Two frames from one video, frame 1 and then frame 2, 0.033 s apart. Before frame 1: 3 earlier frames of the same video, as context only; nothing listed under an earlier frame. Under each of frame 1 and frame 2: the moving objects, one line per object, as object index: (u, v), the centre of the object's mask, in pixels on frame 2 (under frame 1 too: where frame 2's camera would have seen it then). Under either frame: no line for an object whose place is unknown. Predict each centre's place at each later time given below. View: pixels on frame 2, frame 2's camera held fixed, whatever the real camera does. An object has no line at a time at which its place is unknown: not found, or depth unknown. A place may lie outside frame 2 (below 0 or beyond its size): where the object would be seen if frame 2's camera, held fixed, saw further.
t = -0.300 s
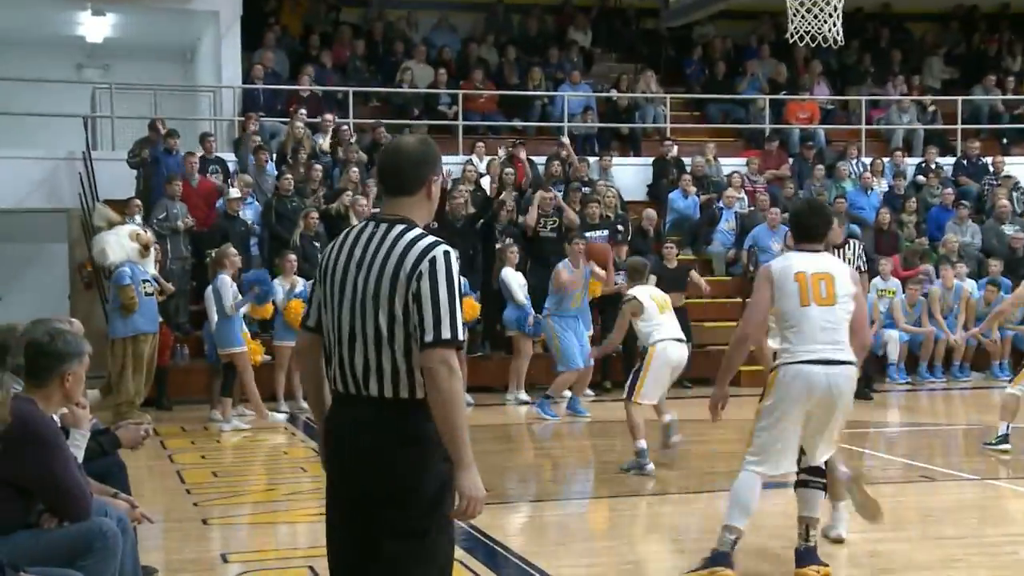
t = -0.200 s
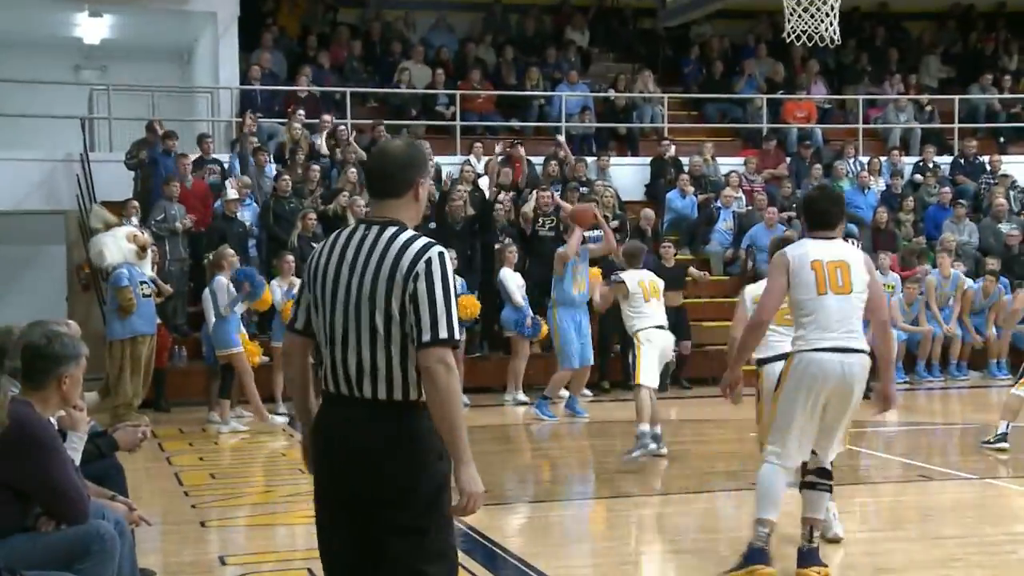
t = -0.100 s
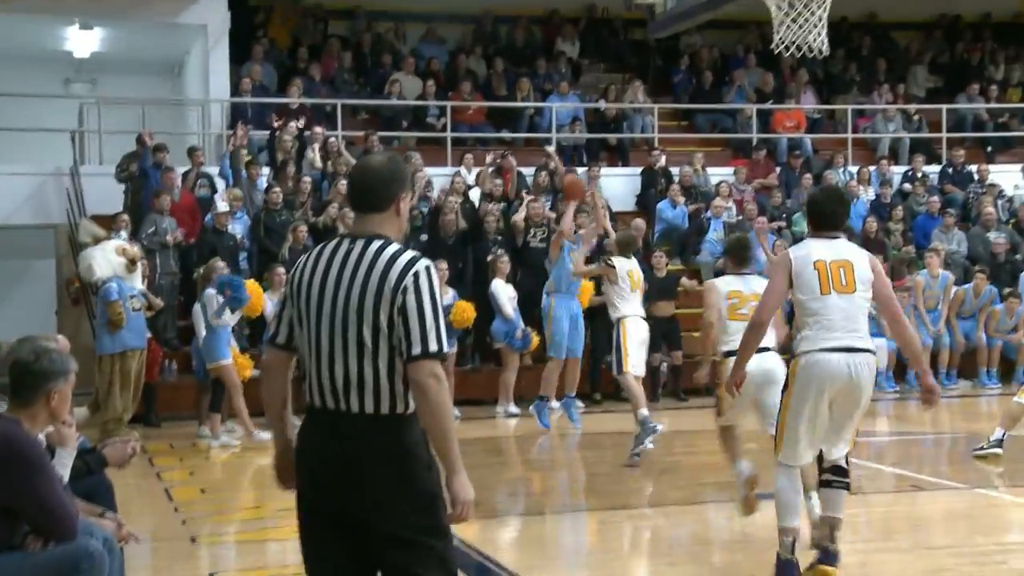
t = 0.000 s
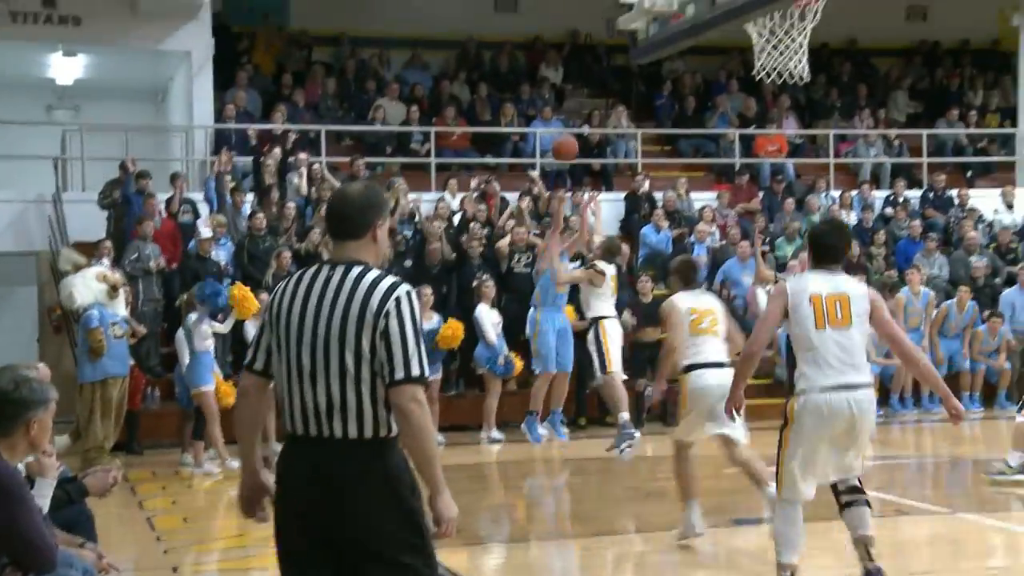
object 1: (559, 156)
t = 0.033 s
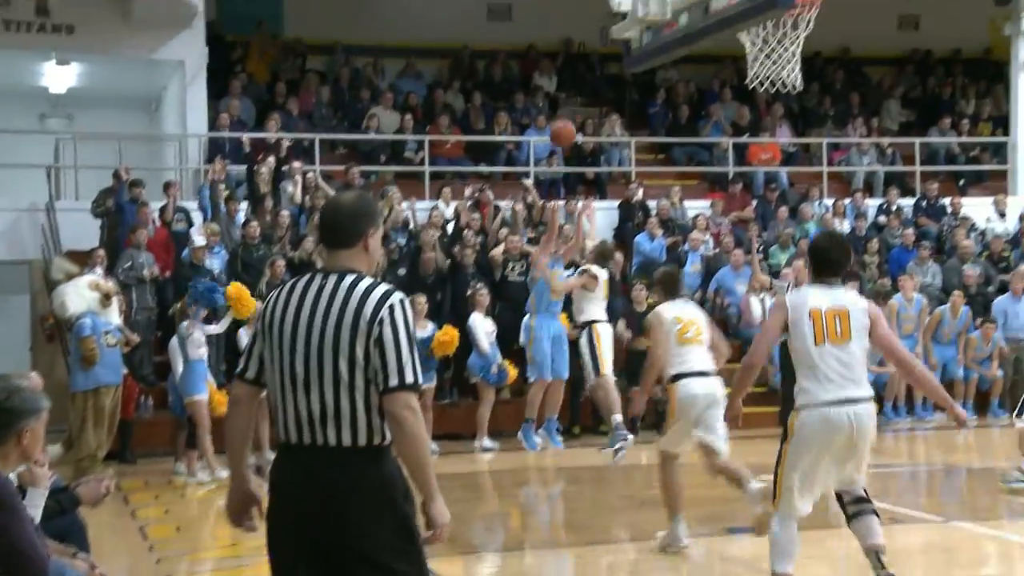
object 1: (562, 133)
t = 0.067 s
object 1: (567, 111)
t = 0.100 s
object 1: (572, 88)
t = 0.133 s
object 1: (575, 67)
